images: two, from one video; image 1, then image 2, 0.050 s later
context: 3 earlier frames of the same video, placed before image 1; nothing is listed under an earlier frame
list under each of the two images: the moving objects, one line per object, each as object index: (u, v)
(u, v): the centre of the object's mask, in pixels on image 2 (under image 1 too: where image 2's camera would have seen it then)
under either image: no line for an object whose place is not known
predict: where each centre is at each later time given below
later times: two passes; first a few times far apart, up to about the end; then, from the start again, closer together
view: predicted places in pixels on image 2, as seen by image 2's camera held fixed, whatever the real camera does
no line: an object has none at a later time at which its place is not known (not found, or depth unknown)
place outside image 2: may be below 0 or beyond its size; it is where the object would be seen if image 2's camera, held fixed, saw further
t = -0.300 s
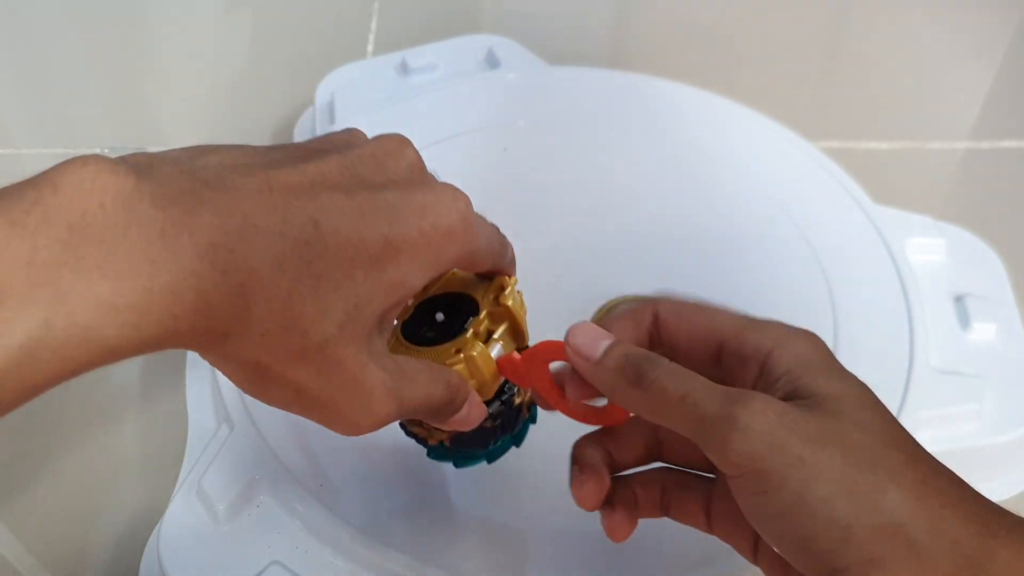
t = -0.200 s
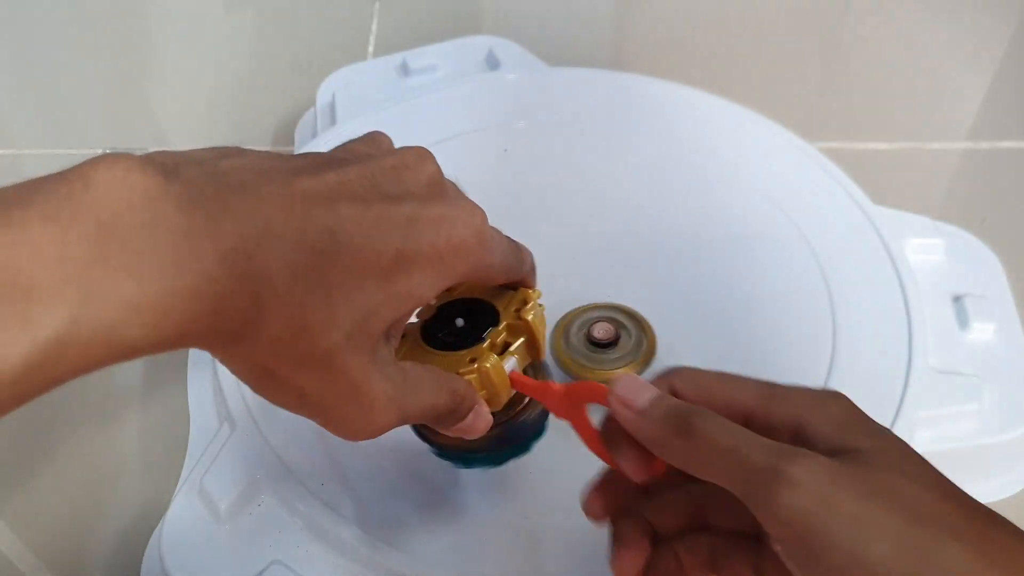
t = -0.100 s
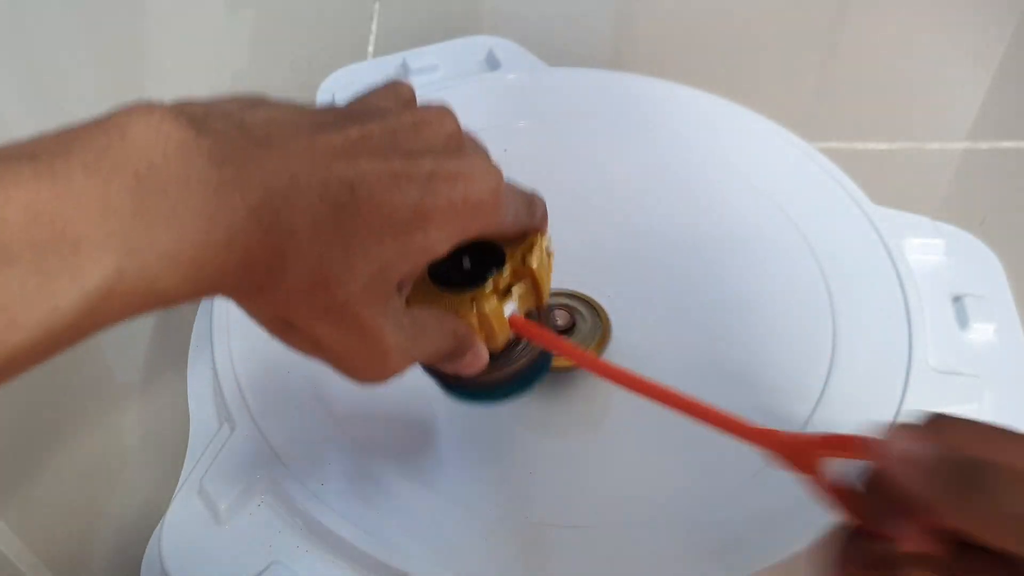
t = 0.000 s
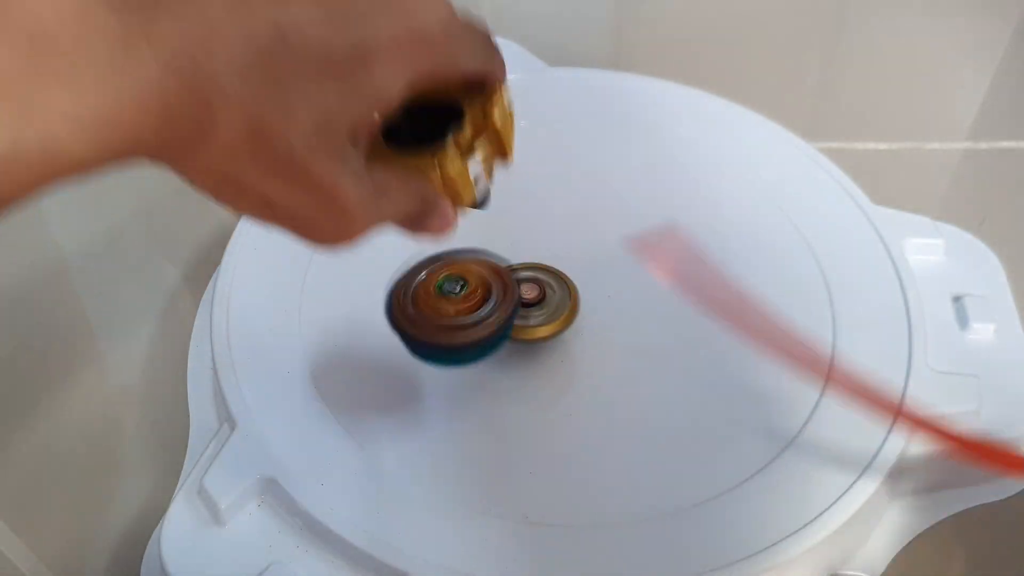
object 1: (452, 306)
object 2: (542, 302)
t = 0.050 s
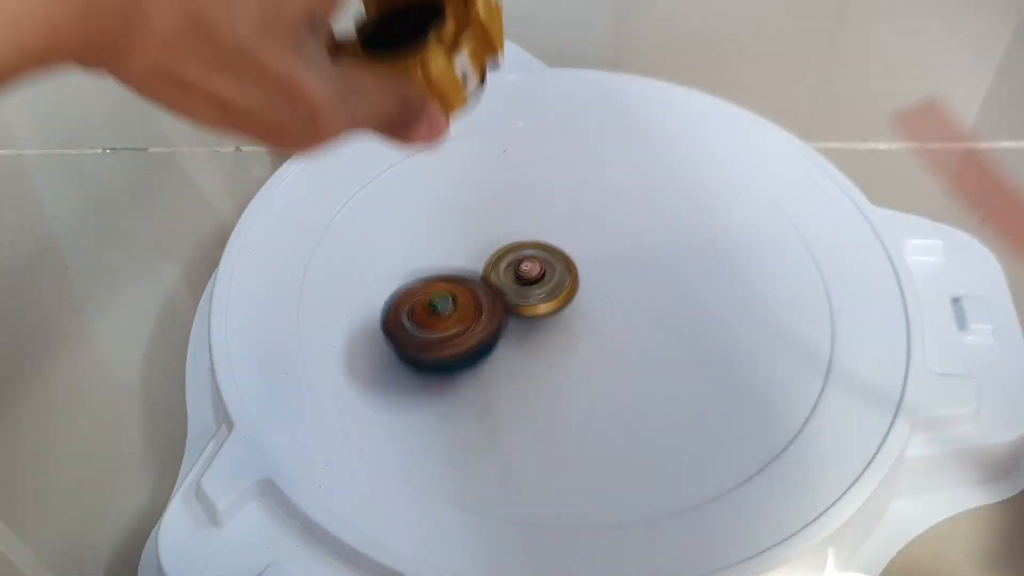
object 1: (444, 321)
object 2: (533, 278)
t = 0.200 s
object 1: (468, 228)
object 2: (568, 223)
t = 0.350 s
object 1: (534, 178)
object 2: (626, 211)
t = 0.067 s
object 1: (444, 301)
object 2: (537, 269)
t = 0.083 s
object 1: (445, 287)
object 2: (540, 261)
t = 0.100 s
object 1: (445, 276)
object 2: (543, 254)
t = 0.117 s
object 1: (445, 269)
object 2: (545, 247)
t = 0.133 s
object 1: (446, 265)
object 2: (548, 241)
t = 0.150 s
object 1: (447, 267)
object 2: (551, 236)
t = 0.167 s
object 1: (455, 253)
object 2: (557, 231)
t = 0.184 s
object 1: (462, 238)
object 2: (561, 227)
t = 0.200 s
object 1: (468, 228)
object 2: (568, 223)
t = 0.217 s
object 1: (473, 223)
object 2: (574, 219)
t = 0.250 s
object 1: (485, 209)
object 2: (589, 212)
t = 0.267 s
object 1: (492, 201)
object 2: (596, 211)
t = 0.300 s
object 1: (508, 191)
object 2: (608, 211)
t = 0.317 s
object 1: (517, 186)
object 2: (612, 210)
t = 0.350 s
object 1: (534, 178)
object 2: (626, 211)
